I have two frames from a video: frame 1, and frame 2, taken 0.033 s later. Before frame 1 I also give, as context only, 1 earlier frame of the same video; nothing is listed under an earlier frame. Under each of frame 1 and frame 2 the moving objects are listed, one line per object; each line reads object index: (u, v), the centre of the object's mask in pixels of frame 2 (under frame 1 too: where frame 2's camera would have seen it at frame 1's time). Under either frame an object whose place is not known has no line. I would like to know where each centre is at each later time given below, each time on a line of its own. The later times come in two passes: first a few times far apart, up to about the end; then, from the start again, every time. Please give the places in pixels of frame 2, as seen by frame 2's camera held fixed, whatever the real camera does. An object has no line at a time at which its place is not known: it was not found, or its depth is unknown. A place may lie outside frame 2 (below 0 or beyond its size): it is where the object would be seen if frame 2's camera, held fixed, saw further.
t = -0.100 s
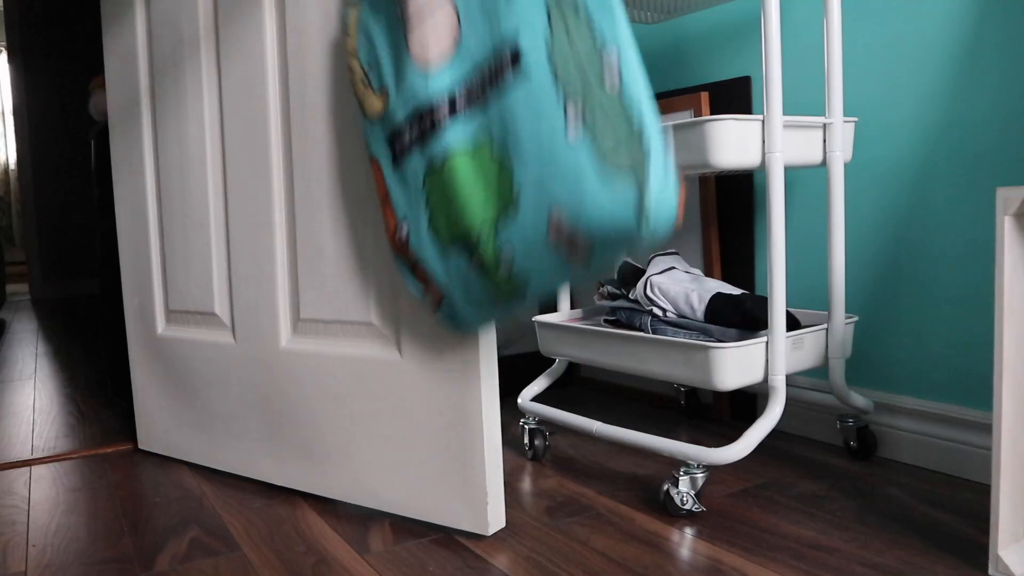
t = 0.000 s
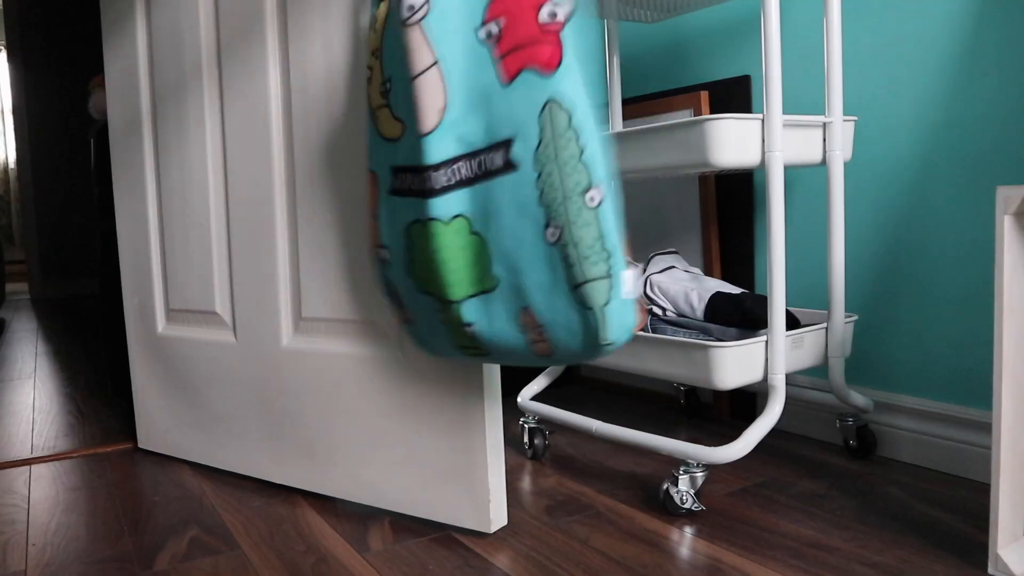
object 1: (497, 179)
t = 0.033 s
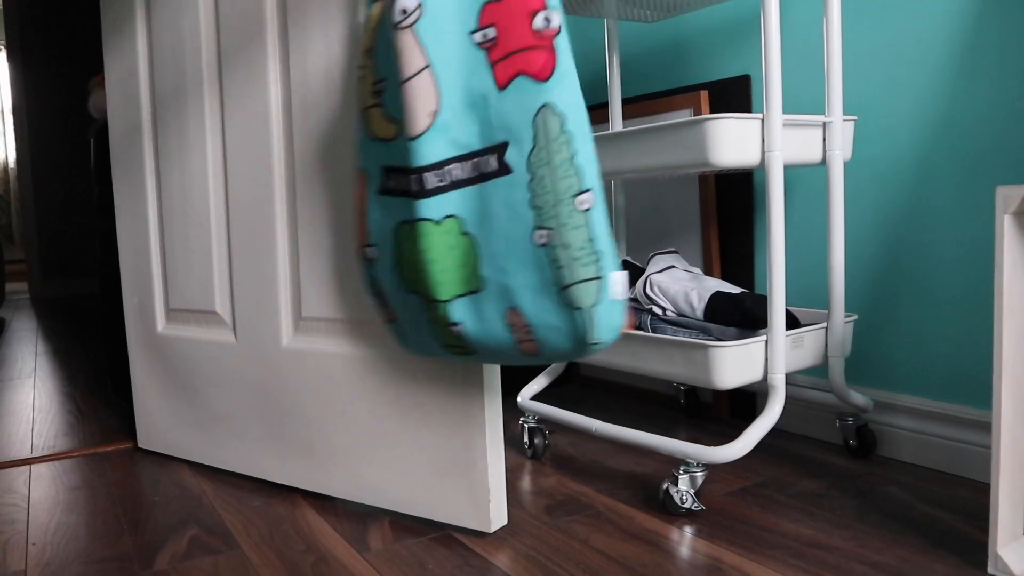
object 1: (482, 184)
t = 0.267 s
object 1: (417, 181)
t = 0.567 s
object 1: (387, 183)
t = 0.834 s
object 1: (401, 184)
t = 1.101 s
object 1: (414, 185)
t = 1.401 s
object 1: (414, 186)
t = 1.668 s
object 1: (414, 186)
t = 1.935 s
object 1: (414, 186)
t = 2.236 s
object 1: (414, 186)
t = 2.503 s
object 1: (414, 186)
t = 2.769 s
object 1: (414, 186)
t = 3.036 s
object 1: (414, 186)
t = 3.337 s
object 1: (414, 186)
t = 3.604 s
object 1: (414, 186)
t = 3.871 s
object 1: (414, 186)
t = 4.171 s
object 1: (414, 186)
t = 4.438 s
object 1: (414, 186)
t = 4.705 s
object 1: (414, 186)
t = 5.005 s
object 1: (414, 186)
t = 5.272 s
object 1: (414, 186)
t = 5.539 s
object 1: (414, 186)
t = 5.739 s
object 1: (414, 186)
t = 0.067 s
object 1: (473, 183)
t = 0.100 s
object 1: (464, 182)
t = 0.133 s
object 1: (454, 183)
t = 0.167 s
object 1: (444, 183)
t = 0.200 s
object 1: (434, 182)
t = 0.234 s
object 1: (426, 181)
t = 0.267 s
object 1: (417, 181)
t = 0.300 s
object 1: (411, 181)
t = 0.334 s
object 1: (407, 181)
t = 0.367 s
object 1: (403, 181)
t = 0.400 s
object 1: (399, 181)
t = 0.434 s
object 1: (395, 182)
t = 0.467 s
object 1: (392, 182)
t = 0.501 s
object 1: (390, 183)
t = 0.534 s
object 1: (388, 183)
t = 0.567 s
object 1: (387, 183)
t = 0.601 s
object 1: (387, 184)
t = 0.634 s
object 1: (388, 184)
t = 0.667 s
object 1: (389, 184)
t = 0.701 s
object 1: (390, 184)
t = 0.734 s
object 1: (393, 184)
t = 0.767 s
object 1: (395, 184)
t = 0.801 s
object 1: (398, 184)
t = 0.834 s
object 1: (401, 184)
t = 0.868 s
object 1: (403, 184)
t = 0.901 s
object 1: (406, 184)
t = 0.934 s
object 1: (408, 184)
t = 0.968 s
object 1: (410, 185)
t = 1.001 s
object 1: (411, 184)
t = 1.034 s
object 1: (412, 185)
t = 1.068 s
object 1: (413, 185)
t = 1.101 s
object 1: (414, 185)
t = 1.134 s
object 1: (414, 185)
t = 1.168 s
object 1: (415, 185)
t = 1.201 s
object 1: (415, 186)
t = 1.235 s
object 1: (415, 186)
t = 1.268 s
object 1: (415, 186)
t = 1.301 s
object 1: (415, 186)
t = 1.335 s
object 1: (414, 186)
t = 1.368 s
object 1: (414, 186)
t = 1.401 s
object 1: (414, 186)
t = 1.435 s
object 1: (414, 186)
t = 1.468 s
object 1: (414, 186)
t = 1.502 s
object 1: (414, 186)
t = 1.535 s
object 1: (414, 186)
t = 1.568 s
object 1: (414, 186)
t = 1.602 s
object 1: (414, 186)
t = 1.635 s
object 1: (414, 186)
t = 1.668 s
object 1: (414, 186)
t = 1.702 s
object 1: (414, 186)
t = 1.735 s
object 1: (414, 186)
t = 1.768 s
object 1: (414, 186)
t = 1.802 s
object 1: (414, 186)
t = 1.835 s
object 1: (414, 186)
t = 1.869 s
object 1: (414, 186)
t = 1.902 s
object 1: (414, 186)
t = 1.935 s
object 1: (414, 186)
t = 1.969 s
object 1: (414, 186)
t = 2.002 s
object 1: (414, 186)
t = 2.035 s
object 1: (414, 186)
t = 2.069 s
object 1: (414, 186)
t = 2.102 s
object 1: (414, 186)
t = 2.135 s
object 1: (414, 186)
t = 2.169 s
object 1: (414, 186)
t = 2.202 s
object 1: (414, 186)
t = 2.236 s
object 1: (414, 186)
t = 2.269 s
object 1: (414, 186)
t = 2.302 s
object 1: (414, 186)
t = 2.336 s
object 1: (414, 186)
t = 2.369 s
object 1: (414, 186)
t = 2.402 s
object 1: (414, 186)
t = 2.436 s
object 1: (414, 186)
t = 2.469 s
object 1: (414, 186)
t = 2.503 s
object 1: (414, 186)
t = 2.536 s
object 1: (414, 186)
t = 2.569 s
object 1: (414, 186)
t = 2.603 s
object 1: (414, 186)
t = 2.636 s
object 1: (414, 186)
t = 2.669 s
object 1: (414, 186)
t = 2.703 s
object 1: (414, 186)
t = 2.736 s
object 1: (414, 186)
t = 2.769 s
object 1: (414, 186)
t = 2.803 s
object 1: (414, 186)
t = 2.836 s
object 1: (414, 186)
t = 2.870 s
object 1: (414, 186)
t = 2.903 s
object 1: (414, 186)
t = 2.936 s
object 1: (414, 186)
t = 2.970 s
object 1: (414, 186)
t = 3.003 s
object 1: (414, 186)
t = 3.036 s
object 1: (414, 186)
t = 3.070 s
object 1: (414, 186)
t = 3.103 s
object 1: (414, 186)
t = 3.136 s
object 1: (414, 186)
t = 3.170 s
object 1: (414, 186)
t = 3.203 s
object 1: (414, 186)
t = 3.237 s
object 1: (414, 186)
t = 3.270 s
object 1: (414, 186)
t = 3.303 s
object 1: (414, 186)
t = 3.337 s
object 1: (414, 186)
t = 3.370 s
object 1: (414, 186)
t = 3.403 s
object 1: (414, 186)
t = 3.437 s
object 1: (414, 186)
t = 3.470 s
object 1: (414, 186)
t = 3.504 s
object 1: (414, 186)
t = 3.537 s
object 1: (414, 186)
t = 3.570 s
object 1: (414, 186)
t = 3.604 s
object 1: (414, 186)
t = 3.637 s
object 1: (414, 186)
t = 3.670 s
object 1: (414, 186)
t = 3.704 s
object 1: (414, 186)
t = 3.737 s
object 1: (414, 186)
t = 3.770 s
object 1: (414, 186)
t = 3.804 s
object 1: (414, 186)
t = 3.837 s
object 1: (414, 186)
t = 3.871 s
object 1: (414, 186)
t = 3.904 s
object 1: (414, 186)
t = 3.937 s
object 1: (414, 186)
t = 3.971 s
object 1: (414, 186)
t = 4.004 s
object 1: (414, 186)
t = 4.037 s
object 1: (414, 186)
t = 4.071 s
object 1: (414, 186)
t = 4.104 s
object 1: (414, 186)
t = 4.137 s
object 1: (414, 186)
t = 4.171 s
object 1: (414, 186)
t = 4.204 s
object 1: (414, 186)
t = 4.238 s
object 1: (414, 186)
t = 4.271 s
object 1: (414, 186)
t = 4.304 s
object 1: (414, 186)
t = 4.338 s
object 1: (414, 186)
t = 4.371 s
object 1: (414, 186)
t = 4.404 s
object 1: (414, 186)
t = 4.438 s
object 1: (414, 186)
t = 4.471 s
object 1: (414, 186)
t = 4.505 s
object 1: (414, 186)
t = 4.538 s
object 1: (414, 186)
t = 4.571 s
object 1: (414, 186)
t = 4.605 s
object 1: (414, 186)
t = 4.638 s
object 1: (414, 186)
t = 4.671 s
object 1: (414, 186)
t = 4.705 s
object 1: (414, 186)
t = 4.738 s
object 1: (414, 186)
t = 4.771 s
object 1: (414, 186)
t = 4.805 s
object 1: (414, 186)
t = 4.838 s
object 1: (414, 186)
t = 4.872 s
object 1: (414, 186)
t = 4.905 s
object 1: (414, 186)
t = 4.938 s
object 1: (414, 186)
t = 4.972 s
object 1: (414, 186)
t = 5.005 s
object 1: (414, 186)
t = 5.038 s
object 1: (414, 186)
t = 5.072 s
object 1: (414, 186)
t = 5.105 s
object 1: (414, 186)
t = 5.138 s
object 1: (414, 186)
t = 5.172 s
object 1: (414, 186)
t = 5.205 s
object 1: (414, 186)
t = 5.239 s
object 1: (414, 186)
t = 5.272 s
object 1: (414, 186)
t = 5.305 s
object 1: (414, 186)
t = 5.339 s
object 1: (414, 186)
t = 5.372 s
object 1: (414, 186)
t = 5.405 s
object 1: (414, 186)
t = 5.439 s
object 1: (414, 186)
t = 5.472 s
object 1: (414, 186)
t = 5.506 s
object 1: (414, 186)
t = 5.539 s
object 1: (414, 186)
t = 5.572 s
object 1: (414, 186)
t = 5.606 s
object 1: (414, 186)
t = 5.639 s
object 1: (414, 186)
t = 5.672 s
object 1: (414, 186)
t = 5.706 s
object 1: (414, 186)
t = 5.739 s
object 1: (414, 186)
